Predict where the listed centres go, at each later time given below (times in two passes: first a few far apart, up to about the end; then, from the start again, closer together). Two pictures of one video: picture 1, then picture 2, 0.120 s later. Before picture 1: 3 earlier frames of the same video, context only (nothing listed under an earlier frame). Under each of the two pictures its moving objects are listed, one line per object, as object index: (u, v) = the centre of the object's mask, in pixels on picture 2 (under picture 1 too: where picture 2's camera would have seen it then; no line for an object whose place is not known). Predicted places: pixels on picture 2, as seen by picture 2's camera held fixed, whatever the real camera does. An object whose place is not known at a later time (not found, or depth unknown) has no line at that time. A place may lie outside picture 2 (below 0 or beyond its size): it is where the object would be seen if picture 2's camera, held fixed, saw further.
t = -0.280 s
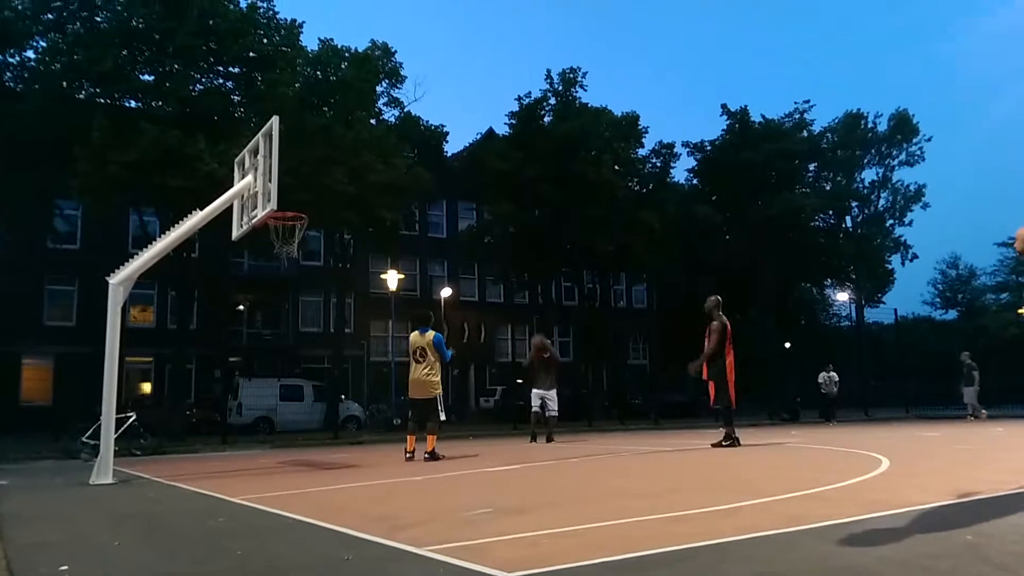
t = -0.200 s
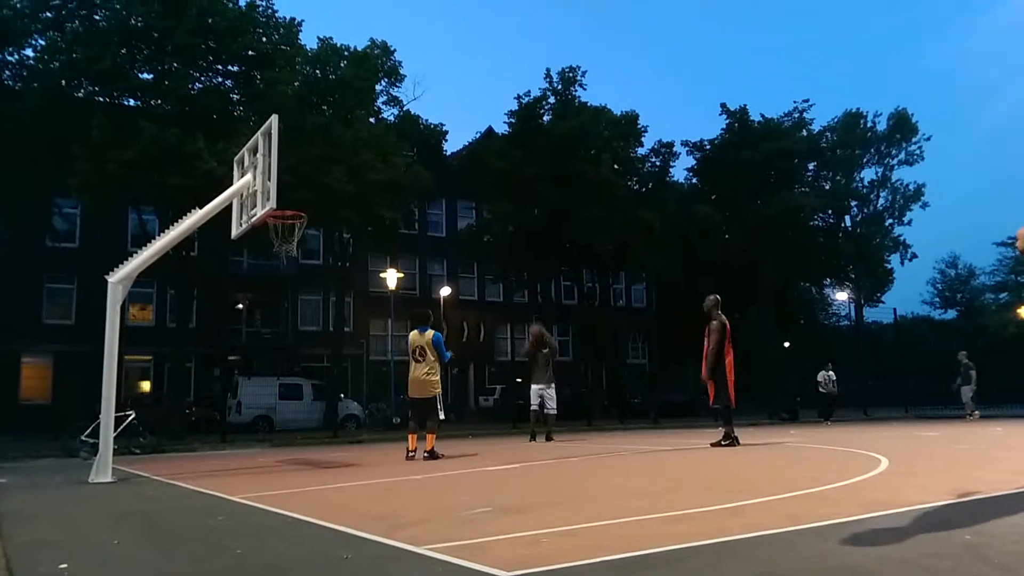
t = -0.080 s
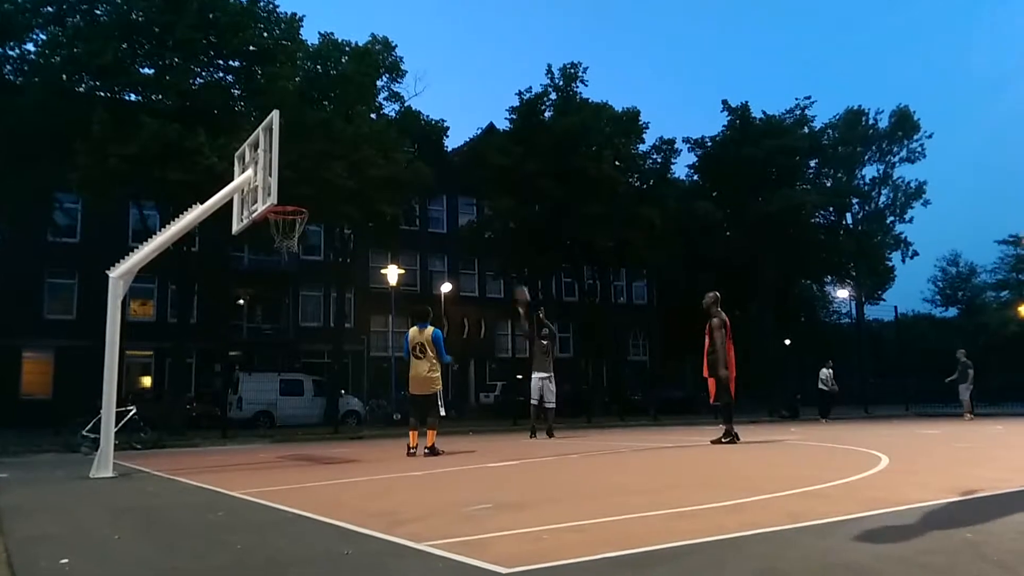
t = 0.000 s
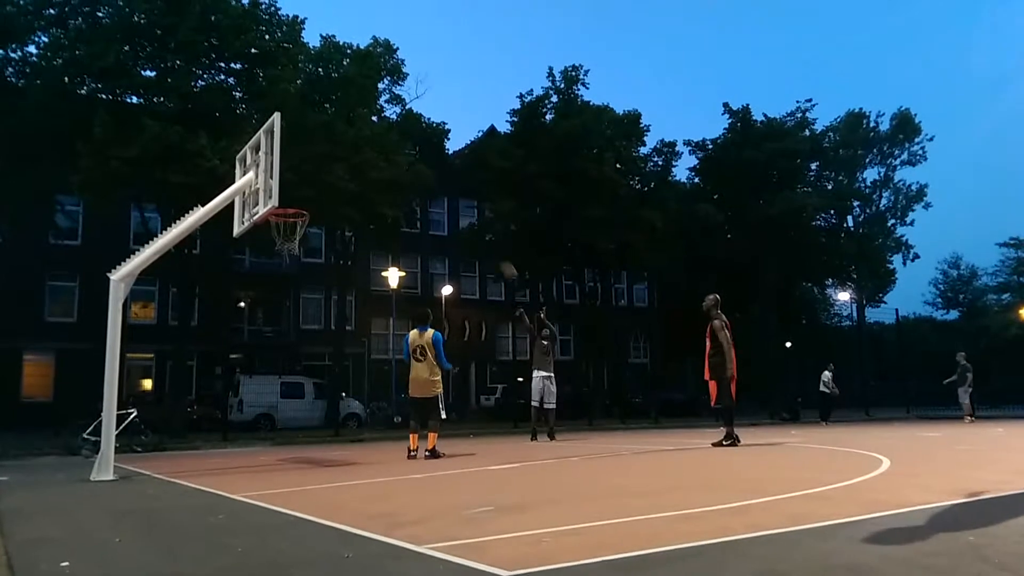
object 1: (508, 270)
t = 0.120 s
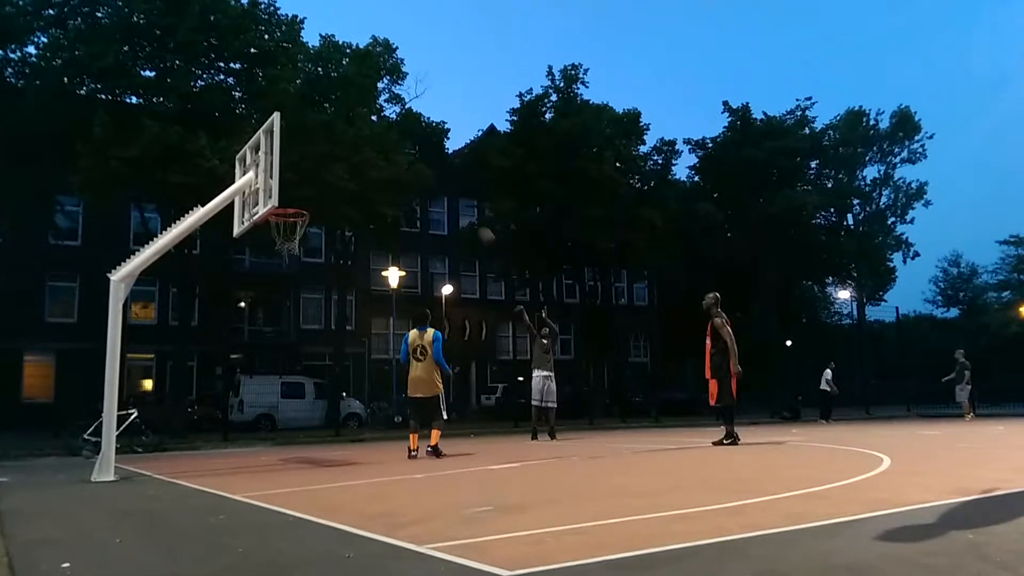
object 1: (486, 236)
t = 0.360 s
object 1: (438, 185)
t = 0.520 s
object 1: (403, 167)
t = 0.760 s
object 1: (345, 171)
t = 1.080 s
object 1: (288, 252)
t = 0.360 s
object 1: (438, 185)
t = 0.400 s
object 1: (430, 179)
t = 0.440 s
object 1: (421, 175)
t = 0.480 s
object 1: (413, 170)
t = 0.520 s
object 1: (403, 167)
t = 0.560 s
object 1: (396, 166)
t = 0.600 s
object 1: (385, 165)
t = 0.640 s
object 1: (376, 167)
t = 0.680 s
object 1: (366, 165)
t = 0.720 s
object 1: (356, 167)
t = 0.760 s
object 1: (345, 171)
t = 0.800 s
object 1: (335, 176)
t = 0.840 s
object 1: (324, 182)
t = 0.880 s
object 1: (312, 189)
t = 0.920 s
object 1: (300, 198)
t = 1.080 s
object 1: (288, 252)
